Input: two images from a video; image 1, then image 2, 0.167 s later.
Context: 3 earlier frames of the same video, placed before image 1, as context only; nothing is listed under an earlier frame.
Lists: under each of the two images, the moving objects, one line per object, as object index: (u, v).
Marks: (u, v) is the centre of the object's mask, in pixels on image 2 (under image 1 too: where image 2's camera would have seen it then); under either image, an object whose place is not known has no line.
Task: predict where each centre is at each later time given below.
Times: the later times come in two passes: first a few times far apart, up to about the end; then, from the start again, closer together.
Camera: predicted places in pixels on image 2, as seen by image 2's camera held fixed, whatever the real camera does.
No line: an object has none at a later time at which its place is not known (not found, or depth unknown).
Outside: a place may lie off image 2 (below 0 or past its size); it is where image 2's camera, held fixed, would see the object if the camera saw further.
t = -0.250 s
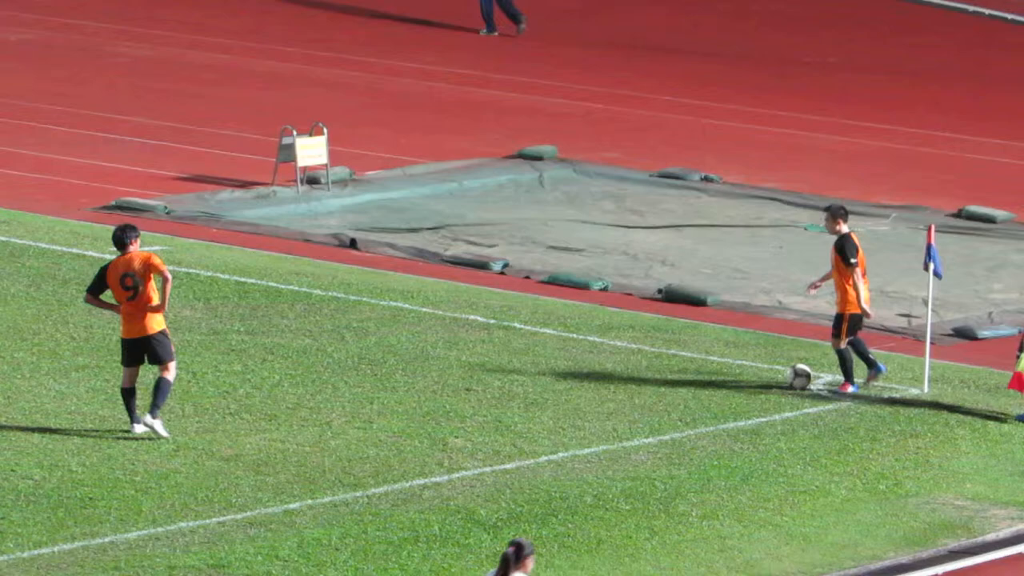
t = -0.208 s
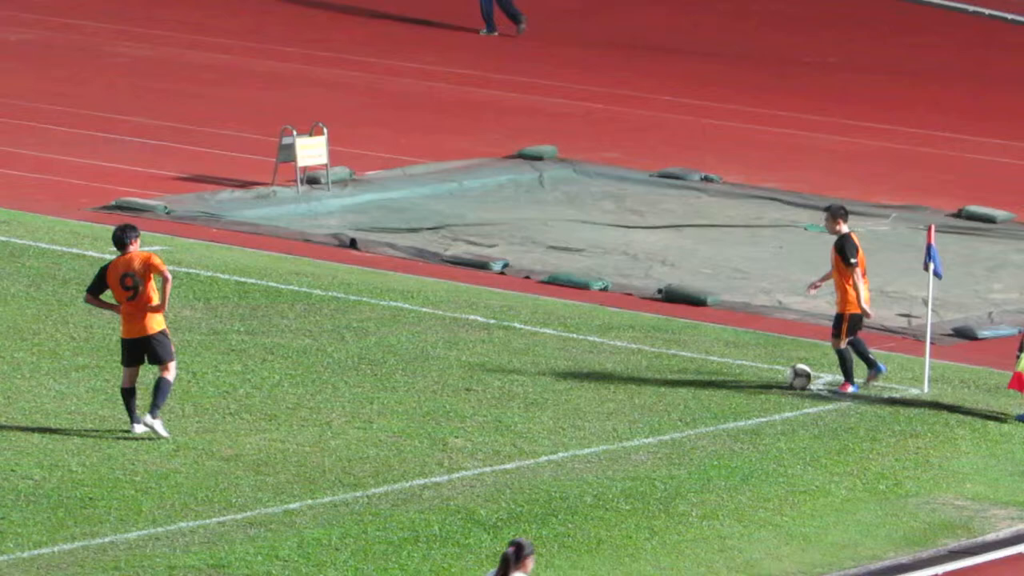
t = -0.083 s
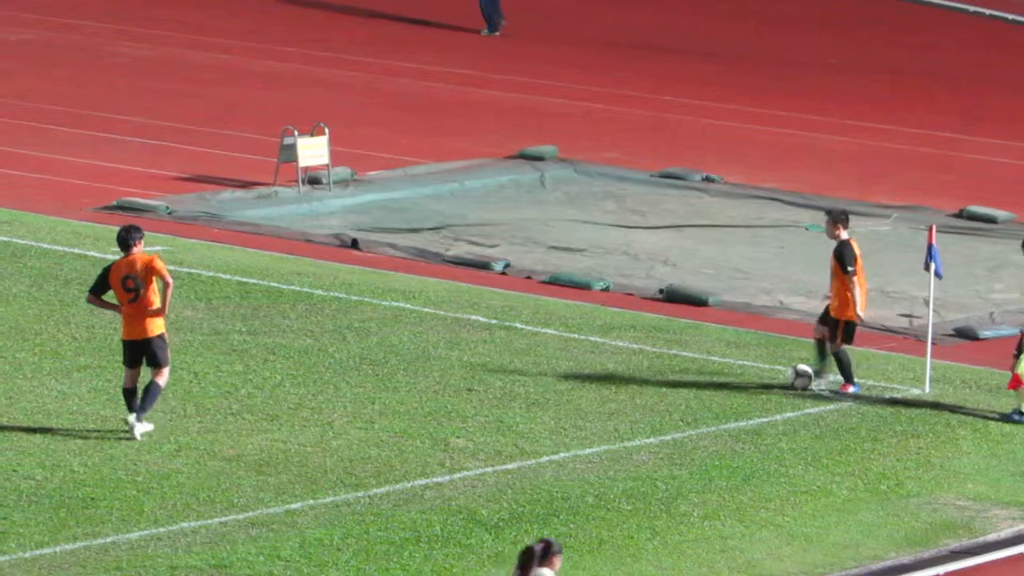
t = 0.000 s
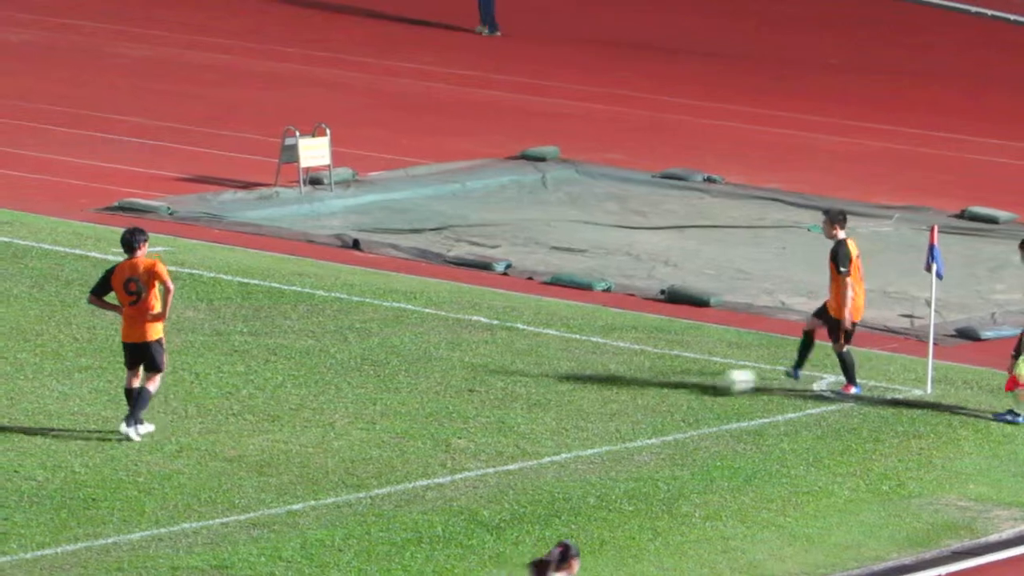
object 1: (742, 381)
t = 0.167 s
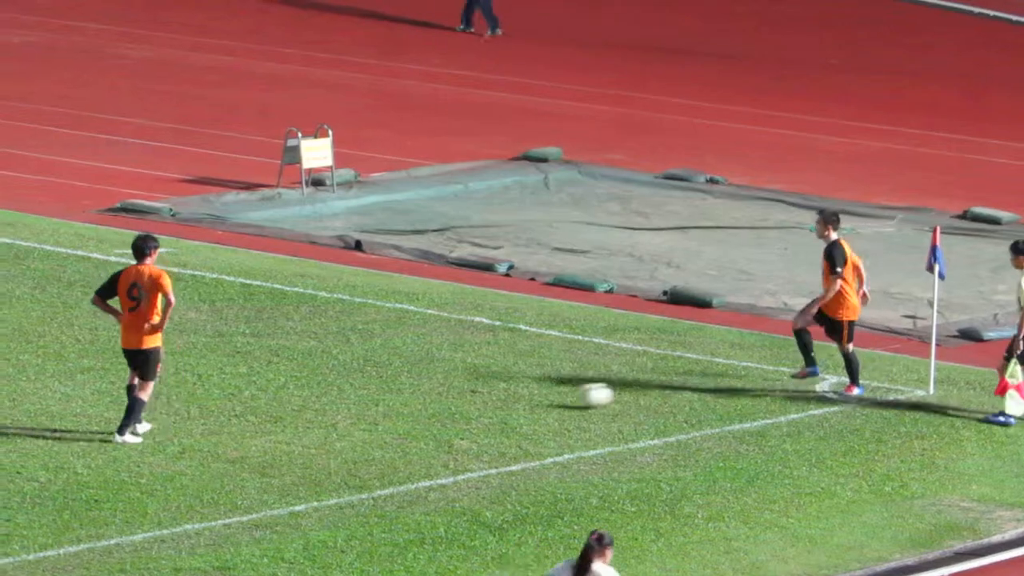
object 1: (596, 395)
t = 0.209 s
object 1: (564, 397)
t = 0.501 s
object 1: (368, 412)
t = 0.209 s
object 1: (564, 397)
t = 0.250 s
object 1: (531, 400)
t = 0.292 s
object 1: (504, 400)
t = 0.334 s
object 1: (473, 403)
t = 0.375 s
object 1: (445, 407)
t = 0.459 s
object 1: (393, 409)
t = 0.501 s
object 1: (368, 412)
